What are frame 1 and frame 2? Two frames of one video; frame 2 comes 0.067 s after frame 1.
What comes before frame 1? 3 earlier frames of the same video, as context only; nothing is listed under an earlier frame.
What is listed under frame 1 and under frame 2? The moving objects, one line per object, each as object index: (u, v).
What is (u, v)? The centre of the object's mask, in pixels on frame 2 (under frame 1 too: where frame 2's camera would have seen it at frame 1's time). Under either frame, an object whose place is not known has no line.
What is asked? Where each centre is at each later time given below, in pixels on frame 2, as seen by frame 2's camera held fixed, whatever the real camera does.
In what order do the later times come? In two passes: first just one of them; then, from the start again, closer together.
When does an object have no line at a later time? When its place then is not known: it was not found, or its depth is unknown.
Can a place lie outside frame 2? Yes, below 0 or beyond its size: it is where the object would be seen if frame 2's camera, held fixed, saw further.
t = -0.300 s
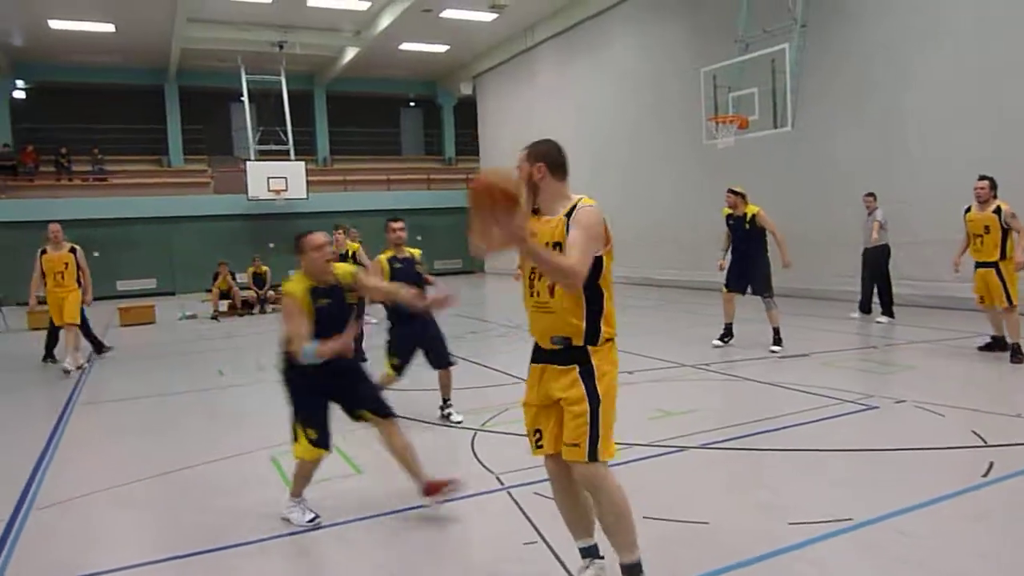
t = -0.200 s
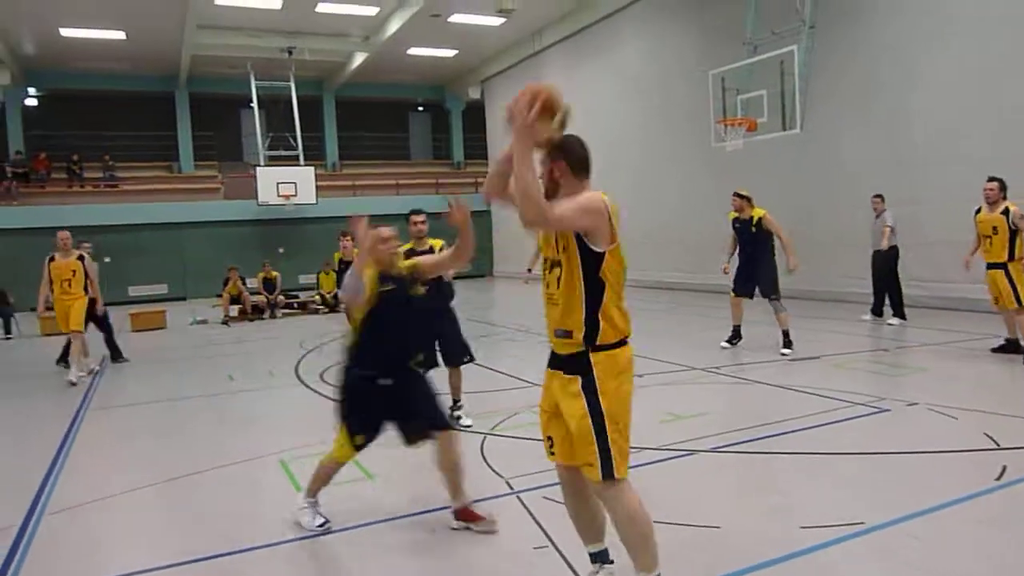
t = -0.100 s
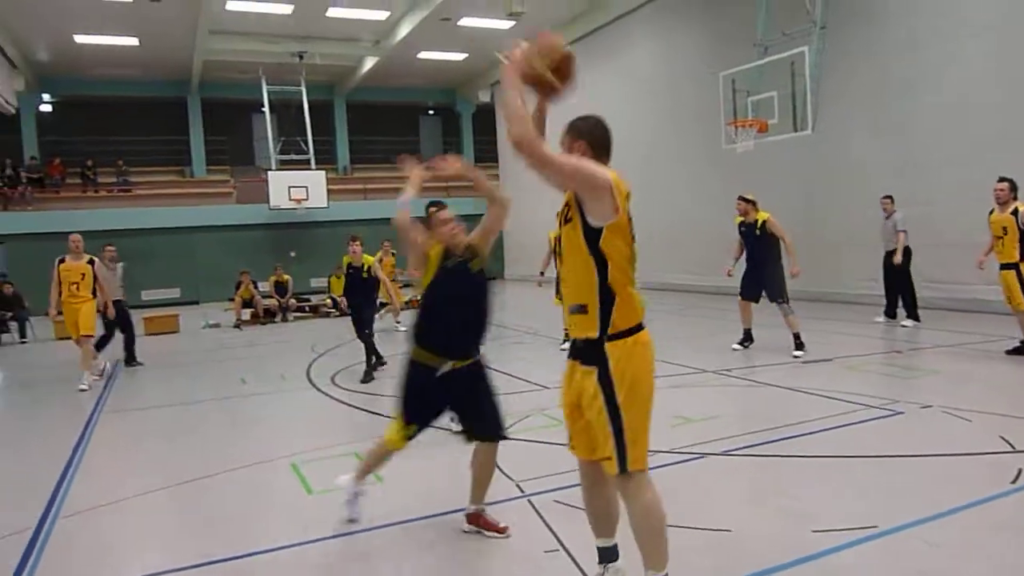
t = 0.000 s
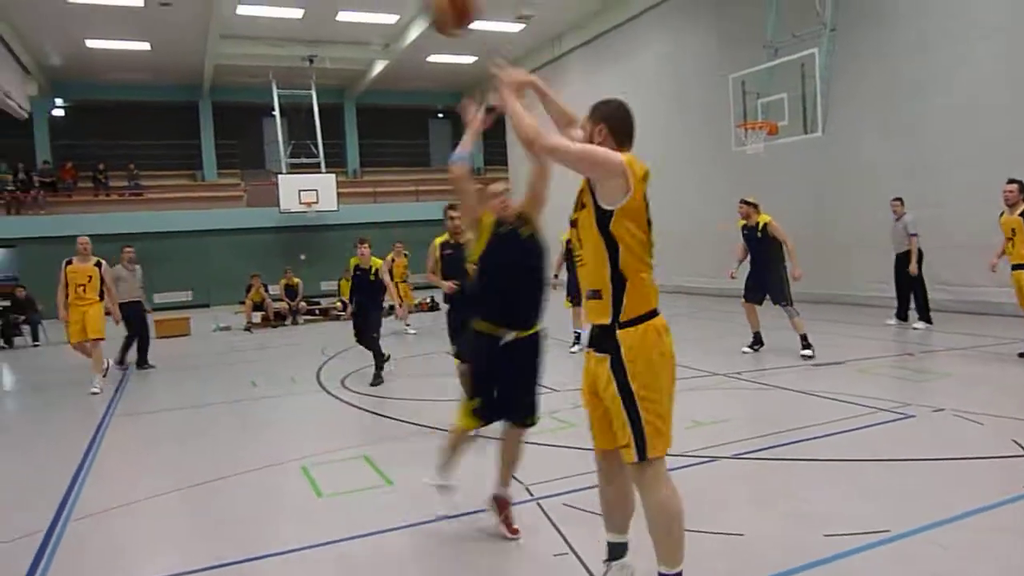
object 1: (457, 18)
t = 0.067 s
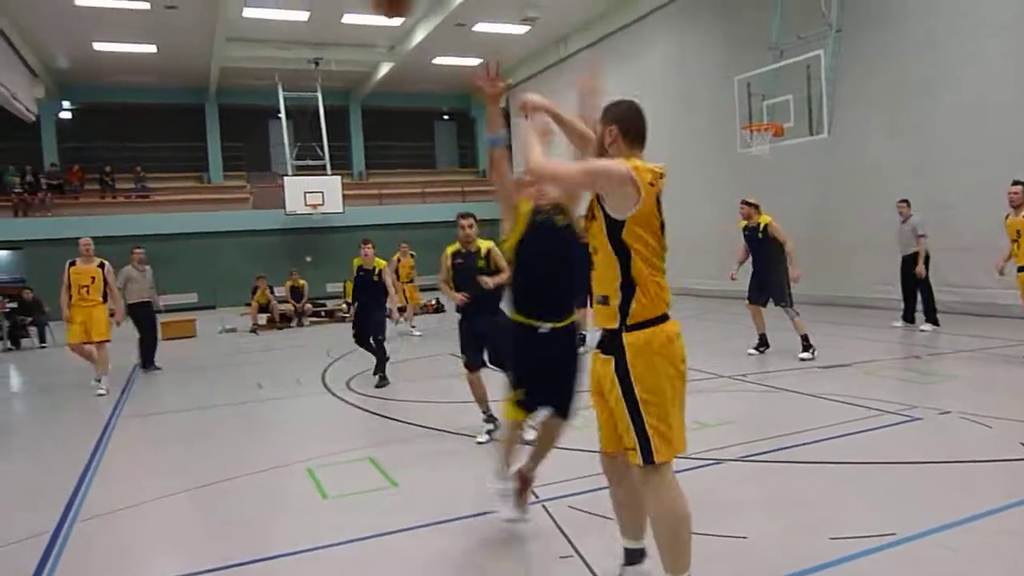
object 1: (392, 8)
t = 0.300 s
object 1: (236, 7)
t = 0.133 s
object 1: (341, 3)
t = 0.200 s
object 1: (293, 1)
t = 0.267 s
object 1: (253, 3)
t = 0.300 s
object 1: (236, 7)
